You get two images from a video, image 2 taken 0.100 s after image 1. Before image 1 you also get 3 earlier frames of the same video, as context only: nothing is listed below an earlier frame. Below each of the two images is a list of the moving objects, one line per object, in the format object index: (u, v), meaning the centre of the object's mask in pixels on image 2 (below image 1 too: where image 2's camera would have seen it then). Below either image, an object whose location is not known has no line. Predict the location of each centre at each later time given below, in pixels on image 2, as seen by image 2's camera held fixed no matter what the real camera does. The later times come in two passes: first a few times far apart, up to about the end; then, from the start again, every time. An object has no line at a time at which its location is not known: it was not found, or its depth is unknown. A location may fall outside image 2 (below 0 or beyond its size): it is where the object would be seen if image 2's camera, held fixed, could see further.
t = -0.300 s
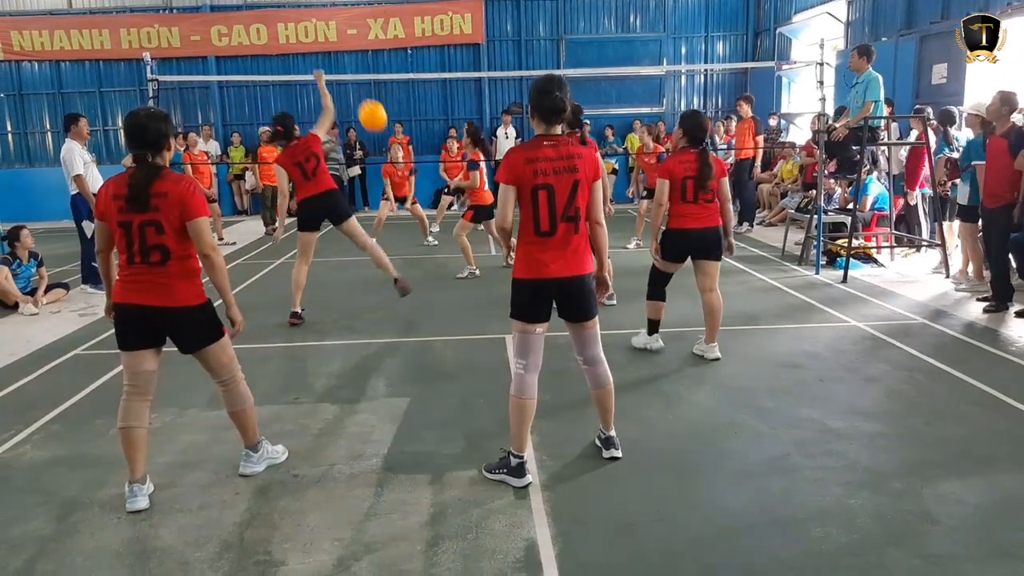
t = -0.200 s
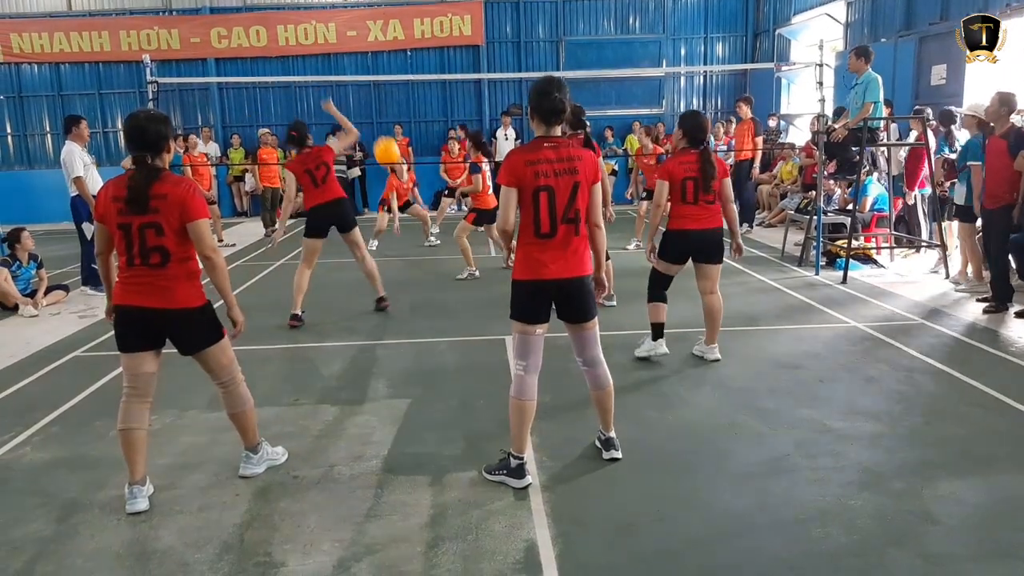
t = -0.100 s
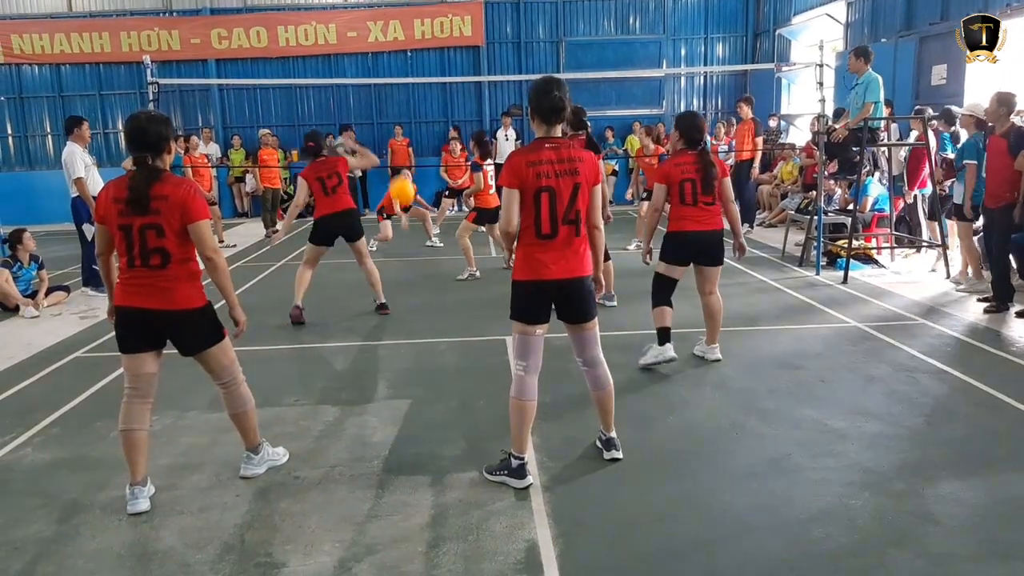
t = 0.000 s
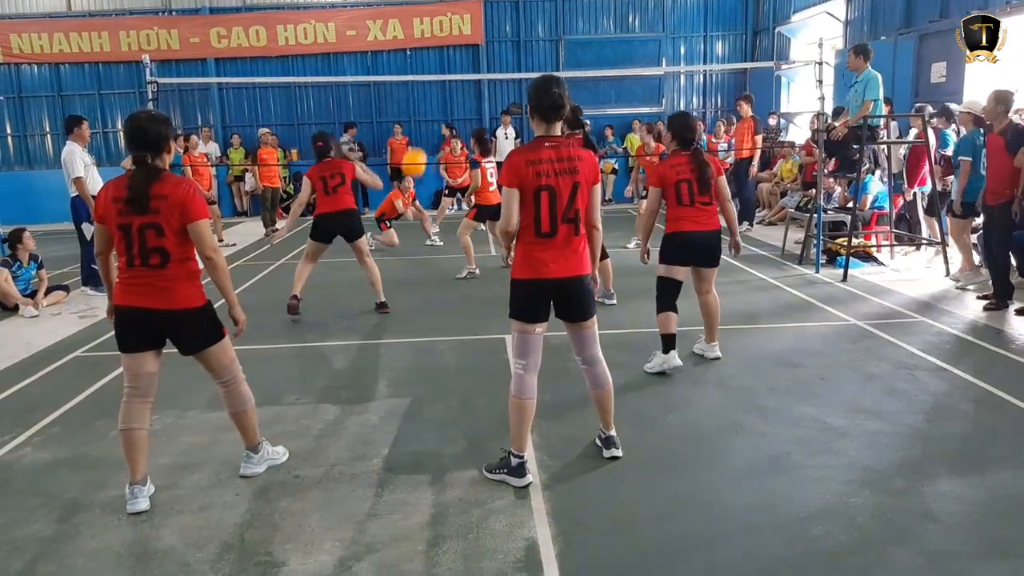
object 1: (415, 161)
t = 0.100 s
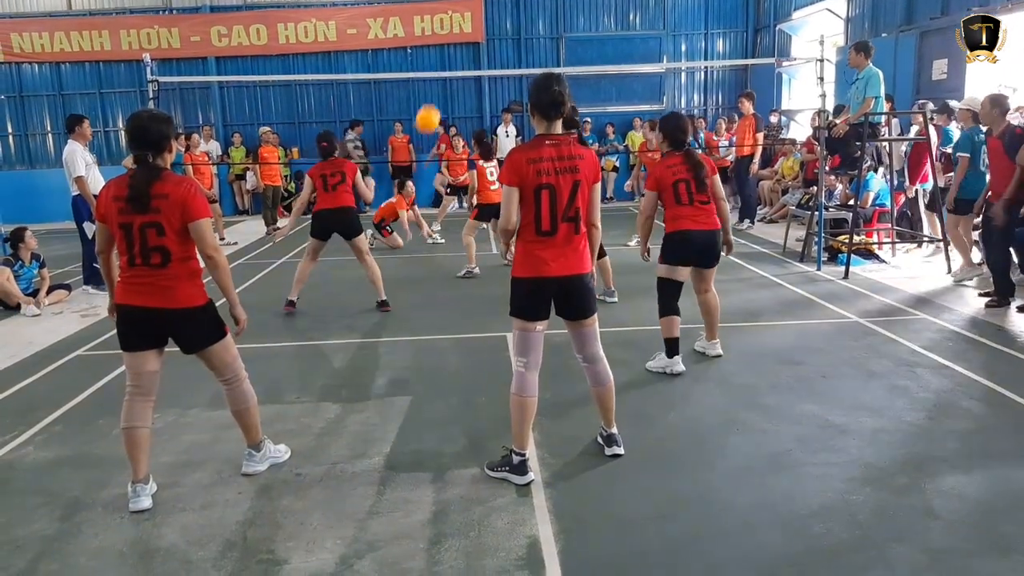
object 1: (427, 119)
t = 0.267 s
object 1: (448, 71)
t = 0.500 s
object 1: (474, 45)
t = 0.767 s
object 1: (502, 63)
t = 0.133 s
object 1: (432, 107)
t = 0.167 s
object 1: (435, 97)
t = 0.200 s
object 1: (439, 88)
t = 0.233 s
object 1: (444, 78)
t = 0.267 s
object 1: (448, 71)
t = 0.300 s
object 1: (452, 63)
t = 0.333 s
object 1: (455, 59)
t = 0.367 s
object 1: (459, 54)
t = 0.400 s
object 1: (463, 50)
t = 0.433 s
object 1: (467, 47)
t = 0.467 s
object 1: (470, 46)
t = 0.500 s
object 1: (474, 45)
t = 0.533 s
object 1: (478, 45)
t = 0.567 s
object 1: (481, 45)
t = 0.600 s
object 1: (485, 46)
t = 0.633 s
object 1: (488, 49)
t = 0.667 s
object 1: (492, 52)
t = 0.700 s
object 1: (496, 56)
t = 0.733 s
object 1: (499, 60)
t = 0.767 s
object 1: (502, 63)
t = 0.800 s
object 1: (506, 71)
